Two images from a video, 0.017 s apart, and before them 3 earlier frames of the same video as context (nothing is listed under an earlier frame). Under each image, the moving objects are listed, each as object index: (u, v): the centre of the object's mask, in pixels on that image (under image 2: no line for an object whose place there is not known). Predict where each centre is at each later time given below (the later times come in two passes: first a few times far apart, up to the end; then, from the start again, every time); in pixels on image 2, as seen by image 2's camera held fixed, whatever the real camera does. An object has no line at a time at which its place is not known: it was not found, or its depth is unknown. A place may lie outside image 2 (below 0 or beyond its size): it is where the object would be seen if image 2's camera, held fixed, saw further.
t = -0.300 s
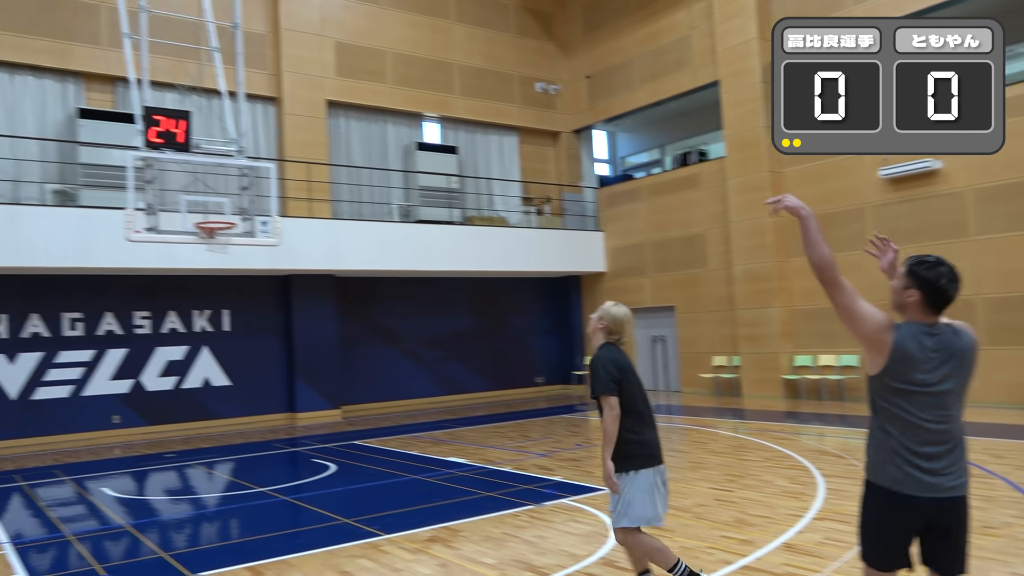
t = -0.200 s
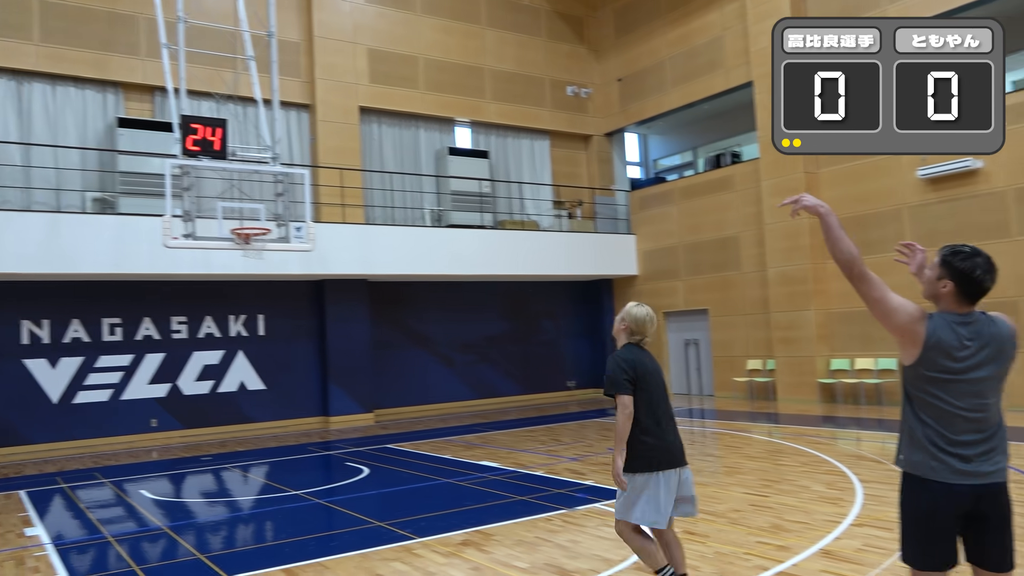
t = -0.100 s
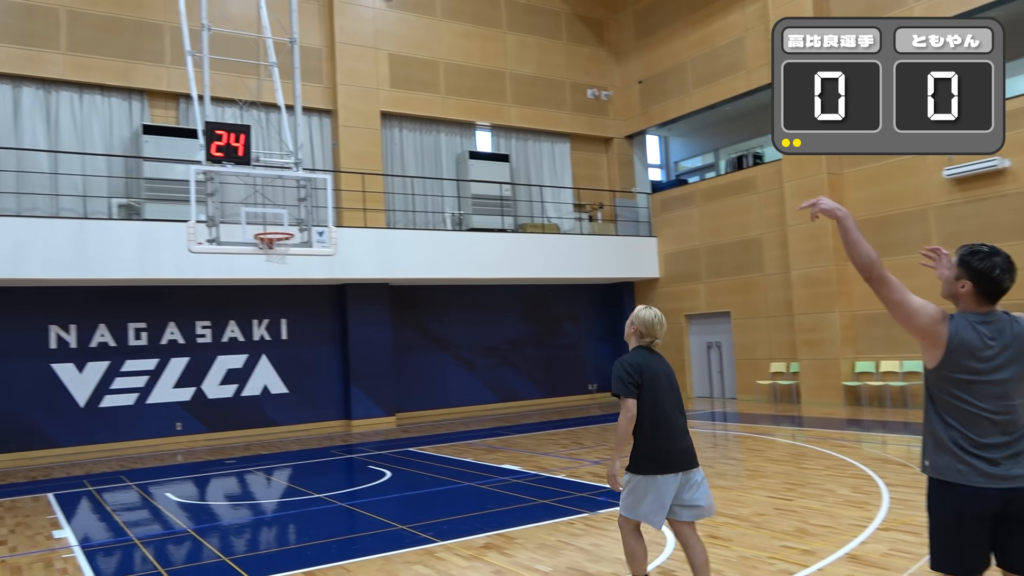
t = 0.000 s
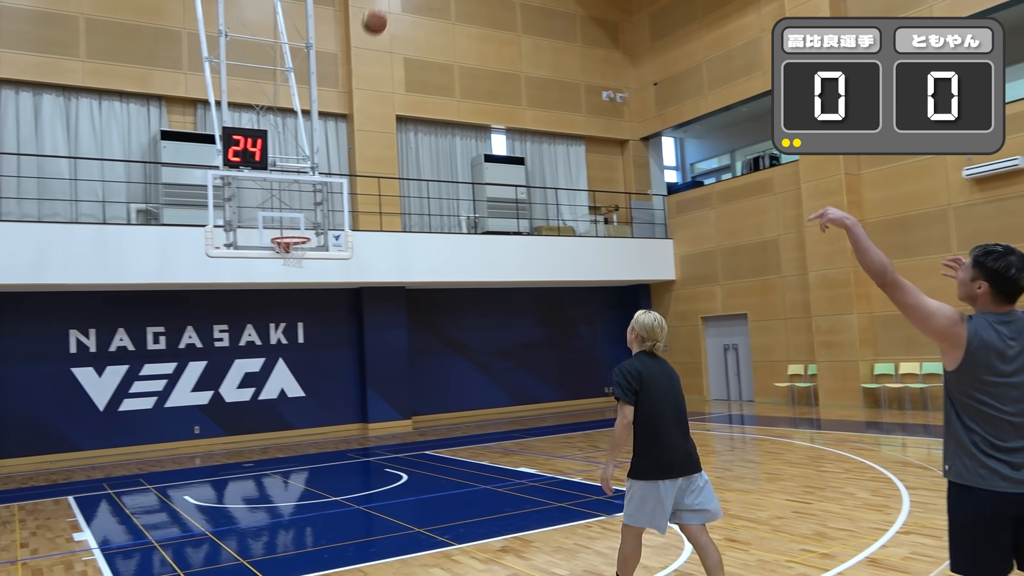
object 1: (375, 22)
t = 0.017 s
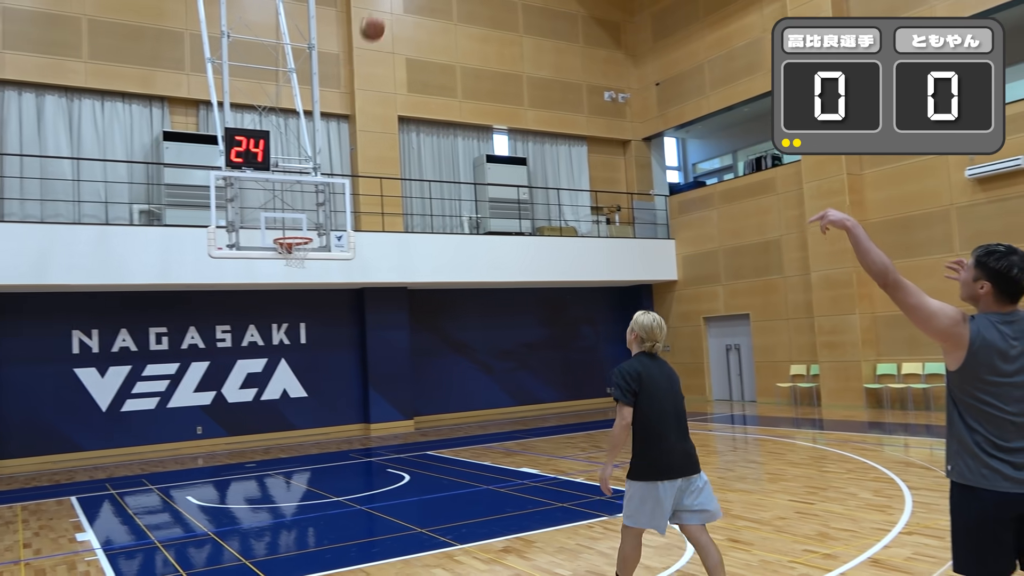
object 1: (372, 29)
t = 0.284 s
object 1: (317, 135)
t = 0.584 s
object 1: (278, 204)
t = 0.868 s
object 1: (262, 169)
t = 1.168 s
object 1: (259, 179)
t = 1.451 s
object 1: (257, 258)
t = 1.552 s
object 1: (257, 303)
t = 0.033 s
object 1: (369, 35)
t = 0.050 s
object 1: (364, 40)
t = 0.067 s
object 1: (361, 45)
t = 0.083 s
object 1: (357, 52)
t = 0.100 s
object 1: (354, 58)
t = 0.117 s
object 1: (350, 64)
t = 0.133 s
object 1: (346, 71)
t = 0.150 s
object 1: (343, 77)
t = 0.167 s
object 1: (339, 85)
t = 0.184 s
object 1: (337, 91)
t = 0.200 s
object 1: (333, 98)
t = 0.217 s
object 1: (330, 106)
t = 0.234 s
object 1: (326, 112)
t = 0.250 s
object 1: (323, 120)
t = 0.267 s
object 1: (320, 128)
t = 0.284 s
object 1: (317, 135)
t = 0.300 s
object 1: (314, 142)
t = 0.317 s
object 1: (312, 149)
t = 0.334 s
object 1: (309, 157)
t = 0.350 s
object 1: (306, 165)
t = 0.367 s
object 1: (303, 174)
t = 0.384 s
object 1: (301, 181)
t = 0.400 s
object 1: (298, 189)
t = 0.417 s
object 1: (296, 198)
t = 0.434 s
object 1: (293, 204)
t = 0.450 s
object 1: (291, 214)
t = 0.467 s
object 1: (289, 222)
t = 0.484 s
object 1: (286, 227)
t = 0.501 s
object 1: (285, 225)
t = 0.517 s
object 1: (283, 220)
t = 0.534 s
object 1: (282, 216)
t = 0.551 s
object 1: (281, 212)
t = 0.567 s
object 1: (279, 208)
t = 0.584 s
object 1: (278, 204)
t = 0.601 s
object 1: (276, 202)
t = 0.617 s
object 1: (275, 198)
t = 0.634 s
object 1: (273, 195)
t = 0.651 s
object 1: (273, 193)
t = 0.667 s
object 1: (271, 190)
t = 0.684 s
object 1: (270, 188)
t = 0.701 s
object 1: (269, 186)
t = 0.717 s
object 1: (268, 184)
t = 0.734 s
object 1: (266, 182)
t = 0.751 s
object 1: (265, 181)
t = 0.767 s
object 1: (264, 180)
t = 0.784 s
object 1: (264, 177)
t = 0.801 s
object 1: (264, 175)
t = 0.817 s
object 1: (263, 173)
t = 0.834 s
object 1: (263, 171)
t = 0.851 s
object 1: (262, 170)
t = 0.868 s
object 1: (262, 169)
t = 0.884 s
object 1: (262, 167)
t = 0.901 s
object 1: (262, 166)
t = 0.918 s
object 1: (261, 165)
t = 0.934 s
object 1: (261, 165)
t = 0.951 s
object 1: (261, 164)
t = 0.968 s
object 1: (261, 164)
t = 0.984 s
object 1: (261, 164)
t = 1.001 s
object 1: (261, 164)
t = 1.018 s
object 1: (260, 165)
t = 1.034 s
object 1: (260, 165)
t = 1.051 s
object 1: (260, 166)
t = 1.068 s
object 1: (260, 167)
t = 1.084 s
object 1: (259, 169)
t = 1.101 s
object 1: (259, 170)
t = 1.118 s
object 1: (259, 172)
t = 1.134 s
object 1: (259, 174)
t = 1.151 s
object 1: (259, 176)
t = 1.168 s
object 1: (259, 179)
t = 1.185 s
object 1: (259, 182)
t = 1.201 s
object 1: (258, 185)
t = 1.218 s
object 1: (258, 188)
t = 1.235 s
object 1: (258, 191)
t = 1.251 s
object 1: (258, 195)
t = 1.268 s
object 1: (257, 199)
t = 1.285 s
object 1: (257, 203)
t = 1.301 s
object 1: (257, 207)
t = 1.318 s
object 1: (257, 212)
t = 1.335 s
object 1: (257, 217)
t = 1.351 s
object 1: (257, 222)
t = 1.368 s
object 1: (257, 227)
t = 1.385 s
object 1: (257, 233)
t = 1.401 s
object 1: (257, 239)
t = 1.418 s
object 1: (257, 245)
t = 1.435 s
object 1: (257, 251)
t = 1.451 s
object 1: (257, 258)
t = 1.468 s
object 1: (257, 265)
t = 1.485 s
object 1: (257, 271)
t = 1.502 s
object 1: (257, 279)
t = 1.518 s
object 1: (257, 287)
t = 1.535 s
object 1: (257, 295)
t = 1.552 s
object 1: (257, 303)
